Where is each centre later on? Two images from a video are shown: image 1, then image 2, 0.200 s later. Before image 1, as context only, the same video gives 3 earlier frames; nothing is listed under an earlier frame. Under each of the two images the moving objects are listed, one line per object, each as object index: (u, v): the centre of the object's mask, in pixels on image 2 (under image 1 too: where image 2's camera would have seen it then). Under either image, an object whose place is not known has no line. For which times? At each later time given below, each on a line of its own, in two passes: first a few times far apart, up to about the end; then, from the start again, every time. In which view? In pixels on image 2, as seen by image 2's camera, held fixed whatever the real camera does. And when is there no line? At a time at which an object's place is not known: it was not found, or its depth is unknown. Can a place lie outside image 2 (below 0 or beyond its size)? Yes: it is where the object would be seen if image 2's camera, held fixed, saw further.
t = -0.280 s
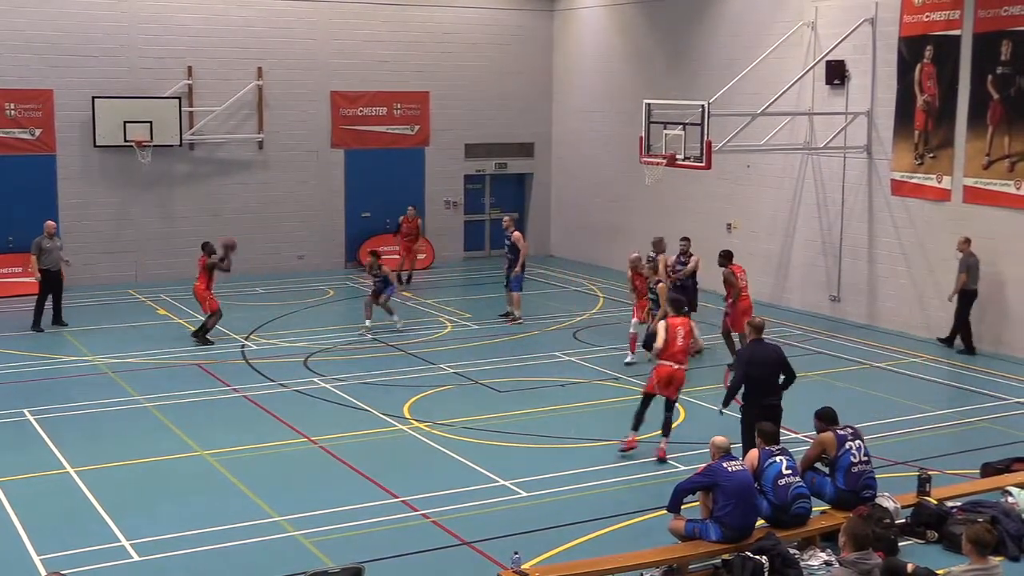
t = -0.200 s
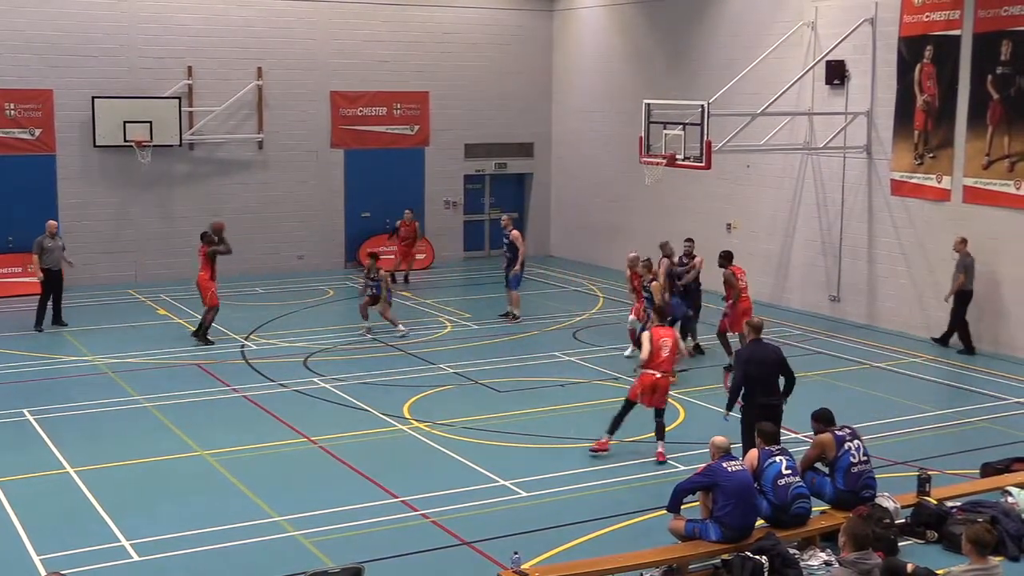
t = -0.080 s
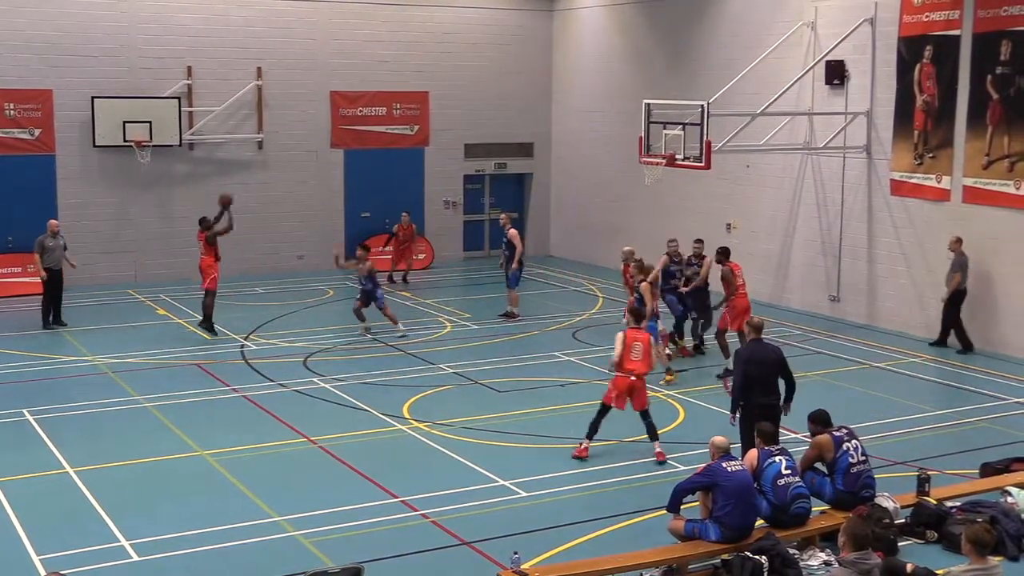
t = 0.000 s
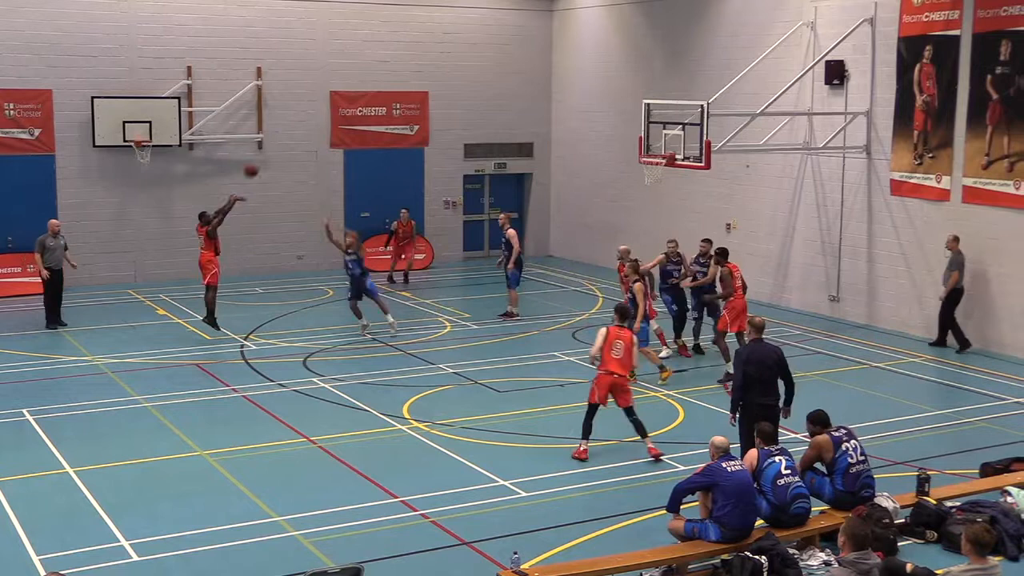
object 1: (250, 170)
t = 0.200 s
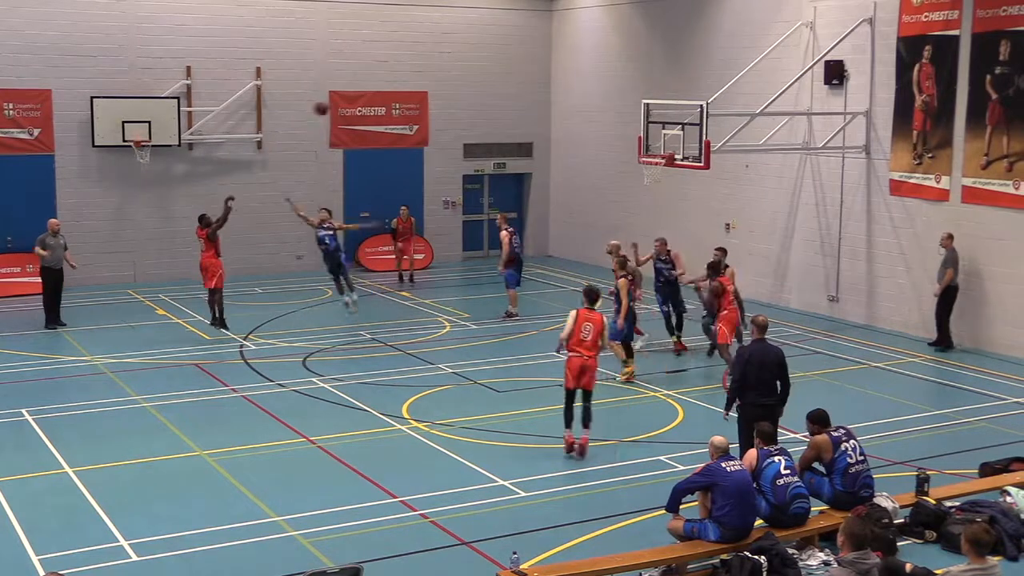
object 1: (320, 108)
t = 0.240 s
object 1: (335, 99)
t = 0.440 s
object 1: (405, 65)
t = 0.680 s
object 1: (487, 58)
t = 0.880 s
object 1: (553, 79)
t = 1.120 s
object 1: (630, 133)
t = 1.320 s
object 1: (667, 169)
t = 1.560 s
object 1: (652, 185)
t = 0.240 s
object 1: (335, 99)
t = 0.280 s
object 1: (349, 89)
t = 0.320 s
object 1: (363, 82)
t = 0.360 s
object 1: (377, 76)
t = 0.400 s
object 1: (391, 70)
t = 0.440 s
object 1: (405, 65)
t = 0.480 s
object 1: (419, 62)
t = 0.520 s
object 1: (433, 59)
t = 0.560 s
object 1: (446, 57)
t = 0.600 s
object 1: (460, 57)
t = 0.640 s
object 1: (473, 57)
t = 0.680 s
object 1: (487, 58)
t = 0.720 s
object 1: (500, 61)
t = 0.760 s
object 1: (514, 64)
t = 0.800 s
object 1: (527, 68)
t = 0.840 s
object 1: (540, 73)
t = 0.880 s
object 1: (553, 79)
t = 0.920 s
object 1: (566, 85)
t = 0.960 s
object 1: (579, 93)
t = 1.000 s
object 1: (592, 101)
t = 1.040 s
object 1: (605, 111)
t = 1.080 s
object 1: (618, 122)
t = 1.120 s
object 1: (630, 133)
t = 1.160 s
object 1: (643, 146)
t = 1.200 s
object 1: (655, 159)
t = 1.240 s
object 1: (664, 167)
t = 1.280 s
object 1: (667, 169)
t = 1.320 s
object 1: (667, 169)
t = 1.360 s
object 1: (666, 168)
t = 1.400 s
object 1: (663, 170)
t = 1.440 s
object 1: (661, 173)
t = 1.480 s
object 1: (658, 175)
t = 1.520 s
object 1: (655, 179)
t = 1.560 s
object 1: (652, 185)
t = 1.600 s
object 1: (649, 190)
